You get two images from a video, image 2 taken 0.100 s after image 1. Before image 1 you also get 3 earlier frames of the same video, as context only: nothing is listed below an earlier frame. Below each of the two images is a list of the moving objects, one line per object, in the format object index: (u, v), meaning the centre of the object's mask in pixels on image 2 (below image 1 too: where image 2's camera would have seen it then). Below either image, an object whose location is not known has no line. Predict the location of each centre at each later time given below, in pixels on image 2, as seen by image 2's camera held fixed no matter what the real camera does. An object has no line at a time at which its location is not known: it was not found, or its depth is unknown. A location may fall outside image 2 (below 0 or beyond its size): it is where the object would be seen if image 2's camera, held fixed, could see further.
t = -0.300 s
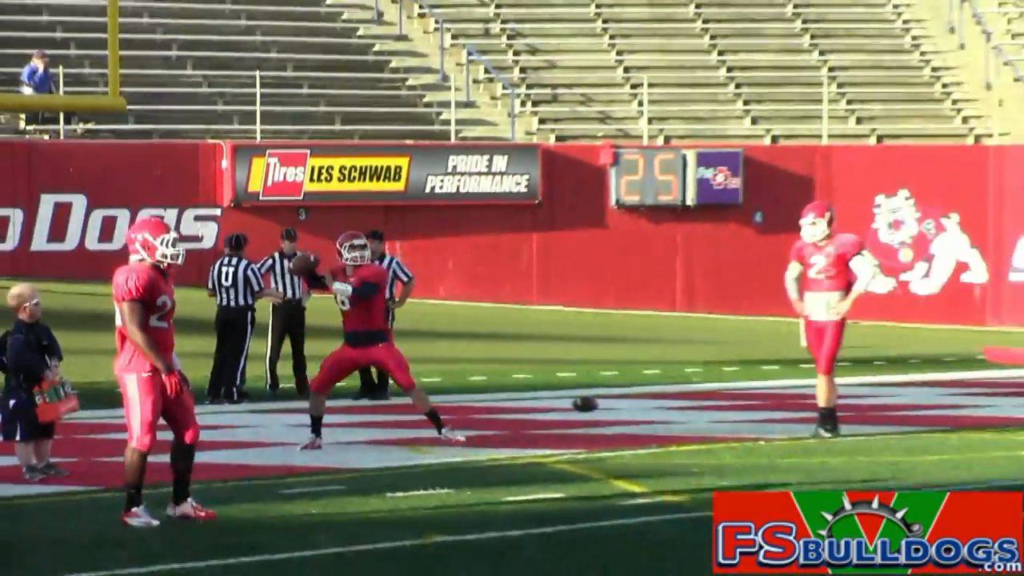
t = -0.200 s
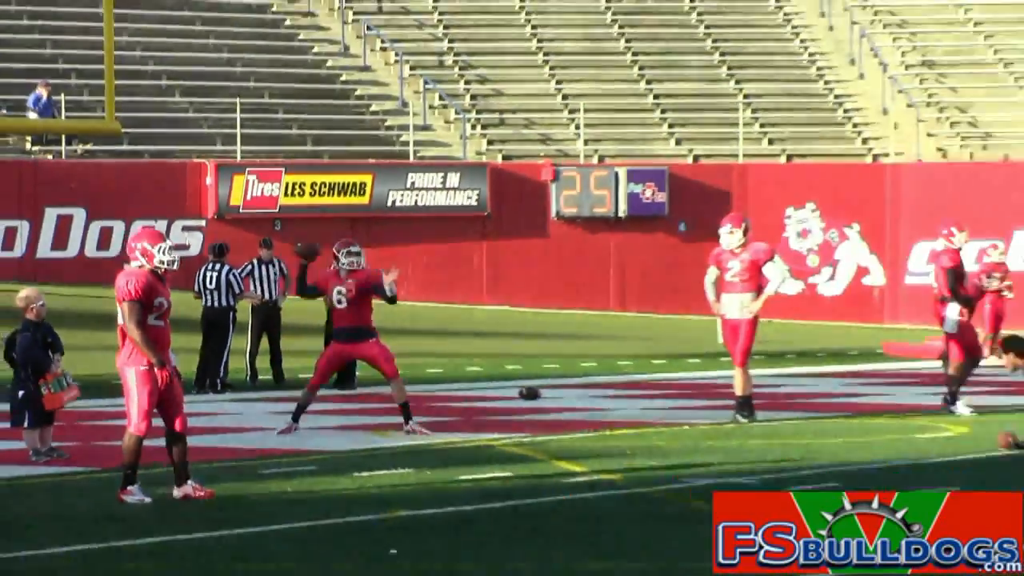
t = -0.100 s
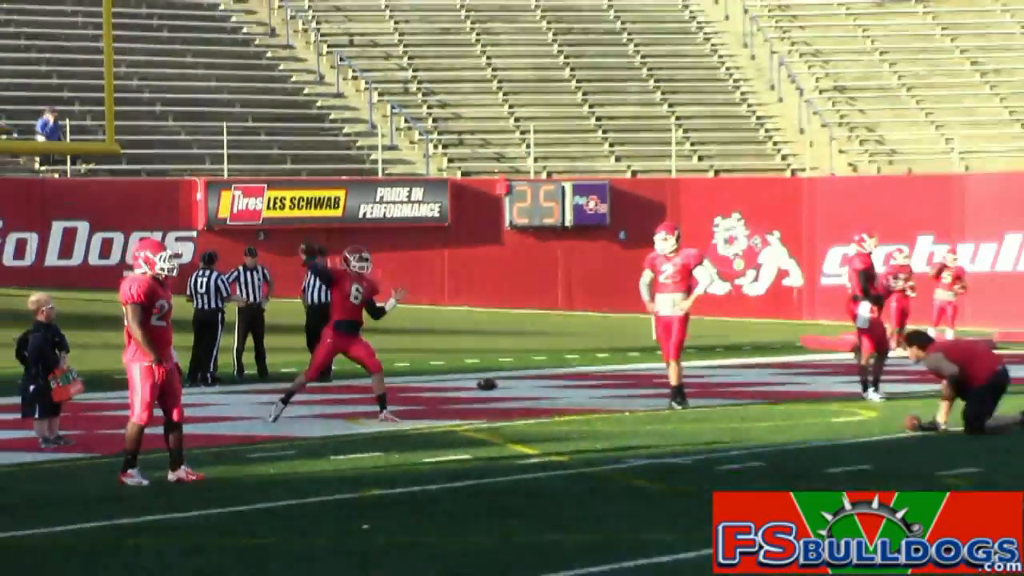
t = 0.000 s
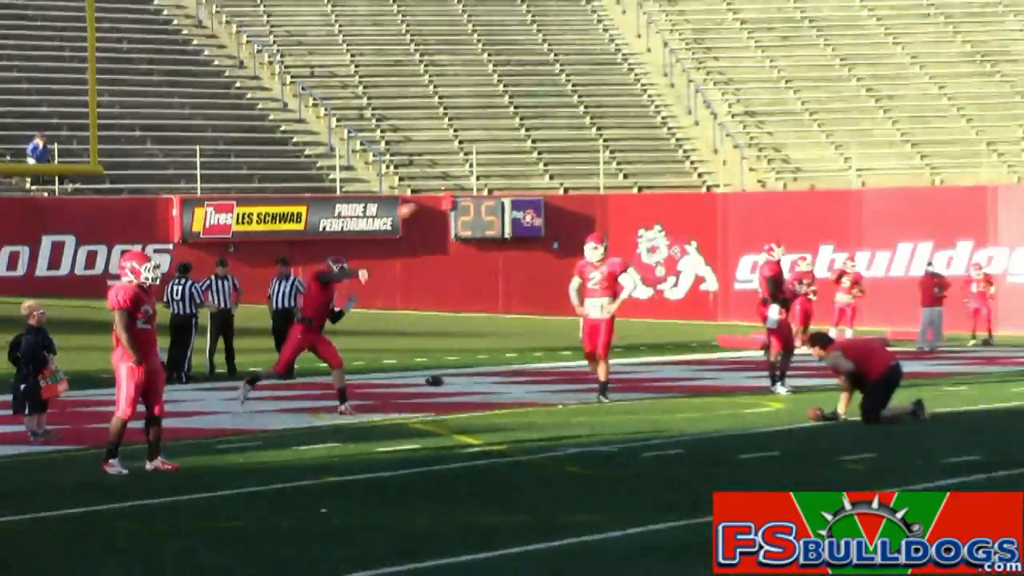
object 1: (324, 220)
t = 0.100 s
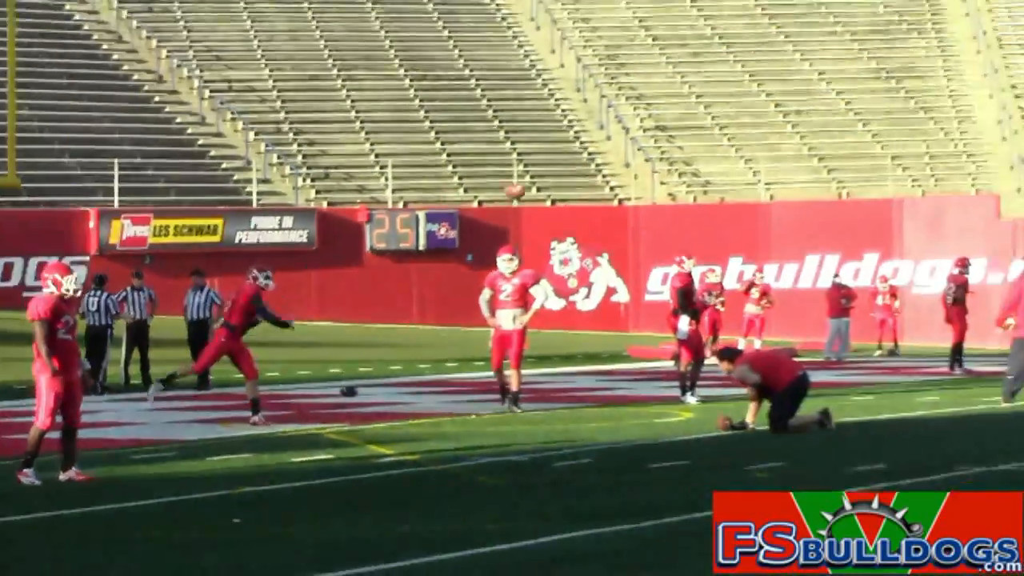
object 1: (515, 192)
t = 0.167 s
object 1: (643, 172)
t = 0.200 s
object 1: (711, 164)
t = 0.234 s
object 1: (777, 156)
